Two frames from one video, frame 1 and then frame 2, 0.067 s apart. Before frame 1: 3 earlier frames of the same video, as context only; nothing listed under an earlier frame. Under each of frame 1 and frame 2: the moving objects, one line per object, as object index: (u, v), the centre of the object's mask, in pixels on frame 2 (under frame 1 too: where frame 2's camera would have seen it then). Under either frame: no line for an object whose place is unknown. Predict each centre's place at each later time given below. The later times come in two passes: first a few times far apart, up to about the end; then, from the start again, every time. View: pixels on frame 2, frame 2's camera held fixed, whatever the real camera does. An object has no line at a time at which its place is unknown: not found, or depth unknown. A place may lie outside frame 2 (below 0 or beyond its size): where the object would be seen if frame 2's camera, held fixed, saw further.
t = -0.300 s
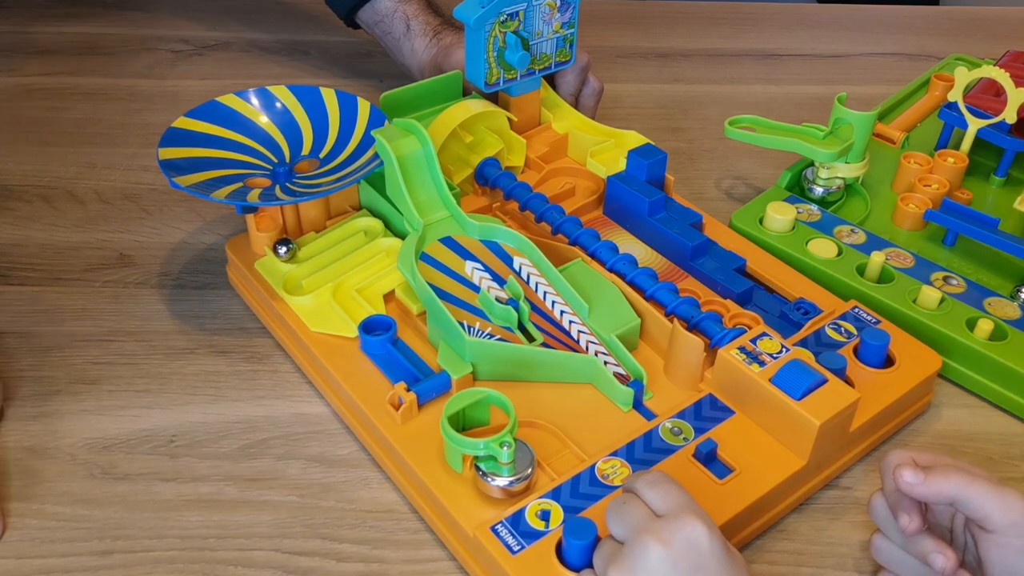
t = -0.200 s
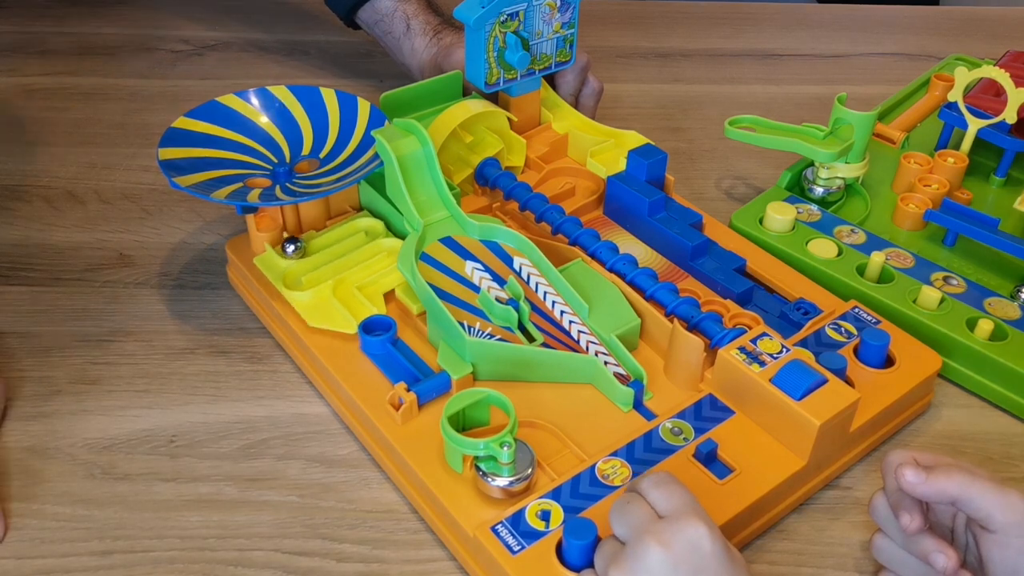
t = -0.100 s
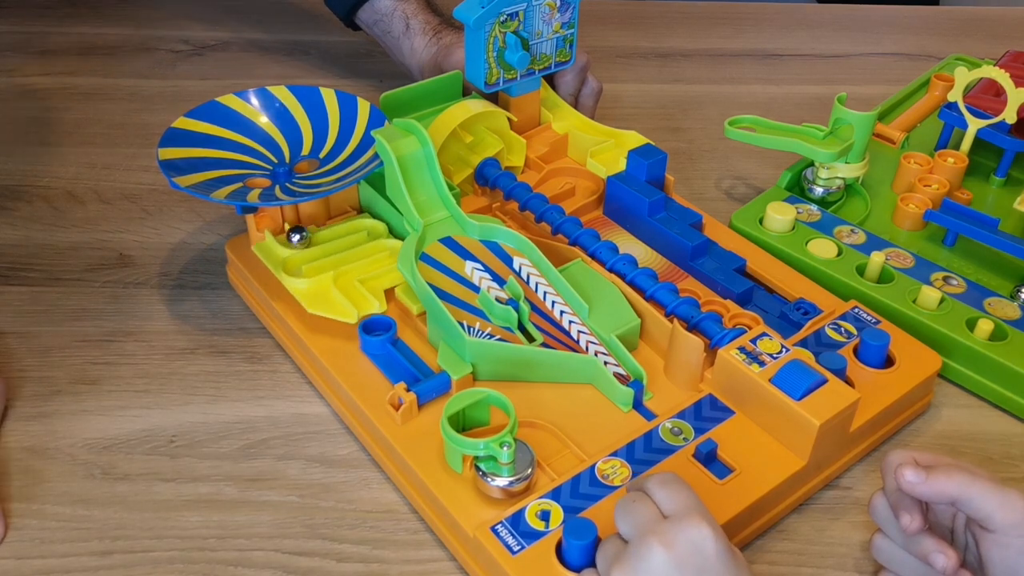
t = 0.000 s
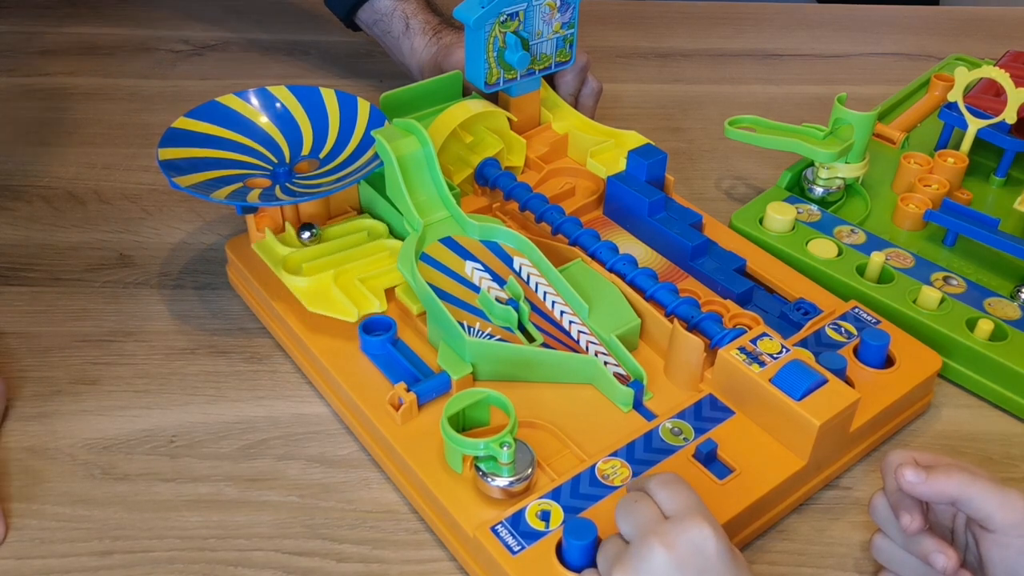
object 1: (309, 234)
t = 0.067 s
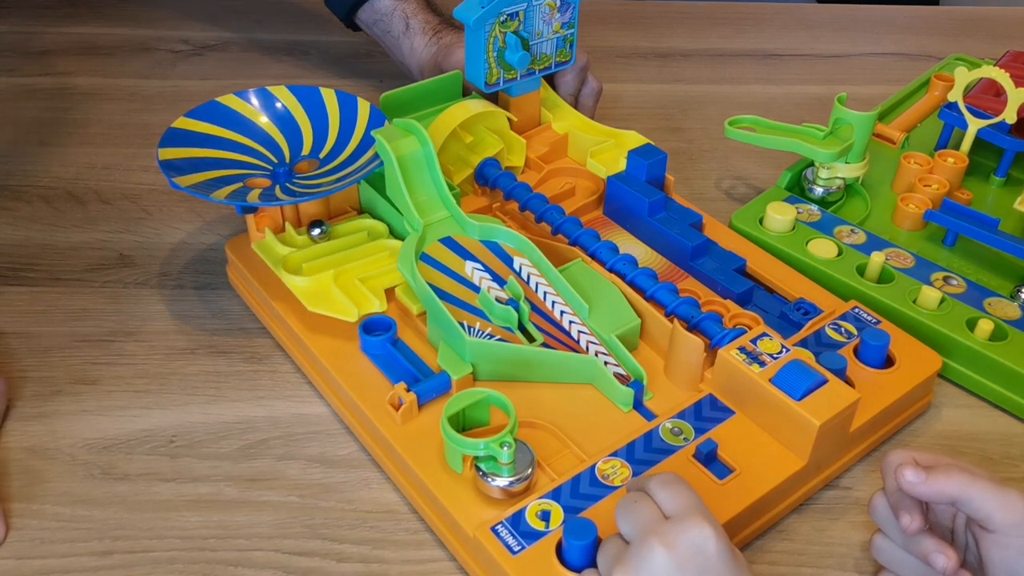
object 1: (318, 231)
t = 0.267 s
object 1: (366, 216)
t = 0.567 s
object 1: (359, 233)
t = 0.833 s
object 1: (285, 280)
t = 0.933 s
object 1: (278, 322)
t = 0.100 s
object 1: (325, 229)
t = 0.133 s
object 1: (331, 227)
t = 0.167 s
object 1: (339, 224)
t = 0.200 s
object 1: (347, 222)
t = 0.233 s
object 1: (356, 219)
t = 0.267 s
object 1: (366, 216)
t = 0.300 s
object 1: (376, 219)
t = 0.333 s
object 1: (378, 225)
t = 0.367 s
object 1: (375, 227)
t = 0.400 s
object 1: (371, 228)
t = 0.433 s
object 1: (370, 228)
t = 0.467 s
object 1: (367, 229)
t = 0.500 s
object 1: (365, 230)
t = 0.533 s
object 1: (362, 231)
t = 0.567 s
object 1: (359, 233)
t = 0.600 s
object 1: (355, 236)
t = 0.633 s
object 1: (348, 239)
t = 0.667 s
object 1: (340, 243)
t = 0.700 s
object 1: (331, 248)
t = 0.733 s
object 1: (320, 254)
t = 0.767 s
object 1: (307, 261)
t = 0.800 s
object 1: (293, 269)
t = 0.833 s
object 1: (285, 280)
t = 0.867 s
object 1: (284, 287)
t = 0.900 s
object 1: (283, 307)
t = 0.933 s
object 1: (278, 322)
